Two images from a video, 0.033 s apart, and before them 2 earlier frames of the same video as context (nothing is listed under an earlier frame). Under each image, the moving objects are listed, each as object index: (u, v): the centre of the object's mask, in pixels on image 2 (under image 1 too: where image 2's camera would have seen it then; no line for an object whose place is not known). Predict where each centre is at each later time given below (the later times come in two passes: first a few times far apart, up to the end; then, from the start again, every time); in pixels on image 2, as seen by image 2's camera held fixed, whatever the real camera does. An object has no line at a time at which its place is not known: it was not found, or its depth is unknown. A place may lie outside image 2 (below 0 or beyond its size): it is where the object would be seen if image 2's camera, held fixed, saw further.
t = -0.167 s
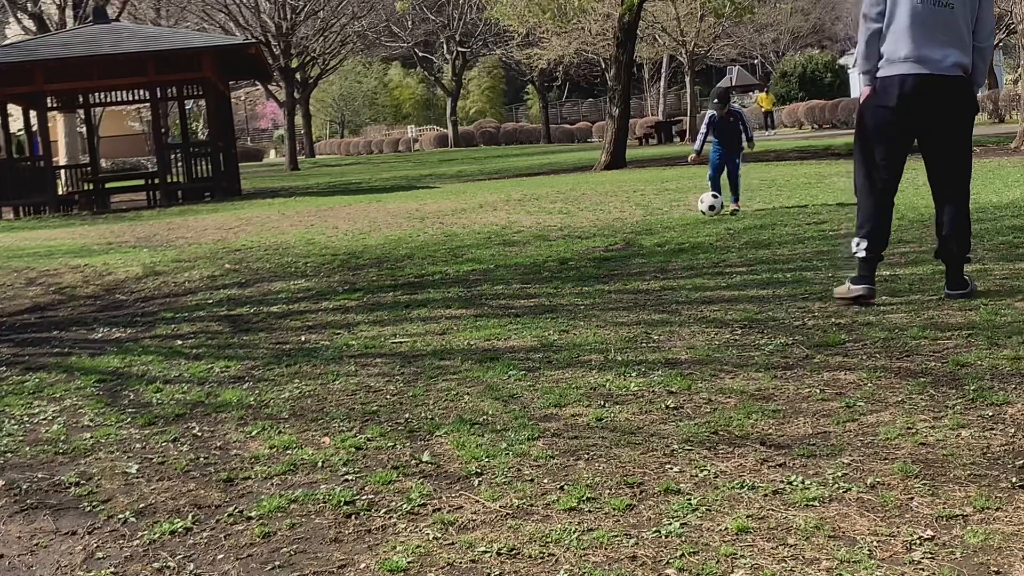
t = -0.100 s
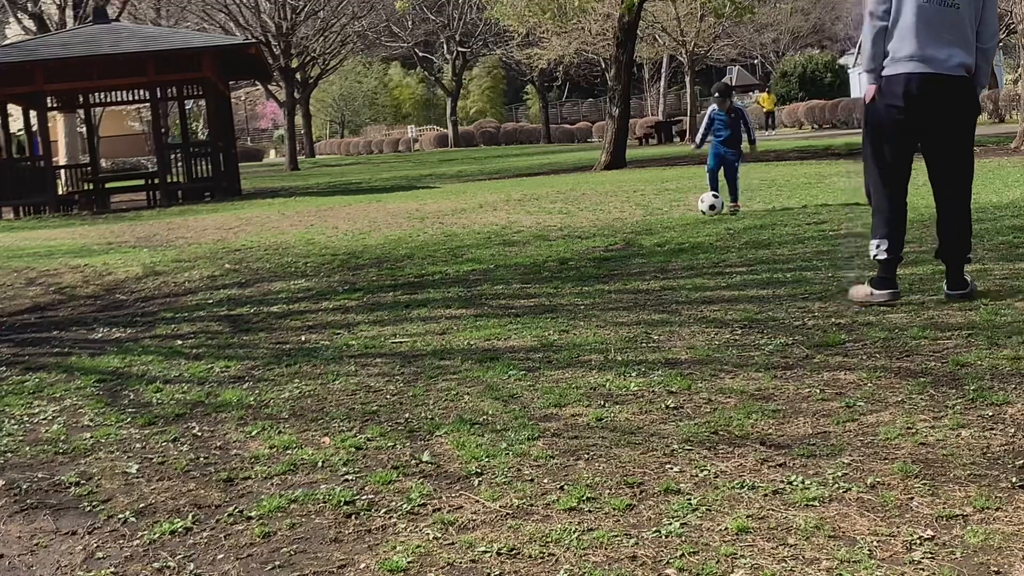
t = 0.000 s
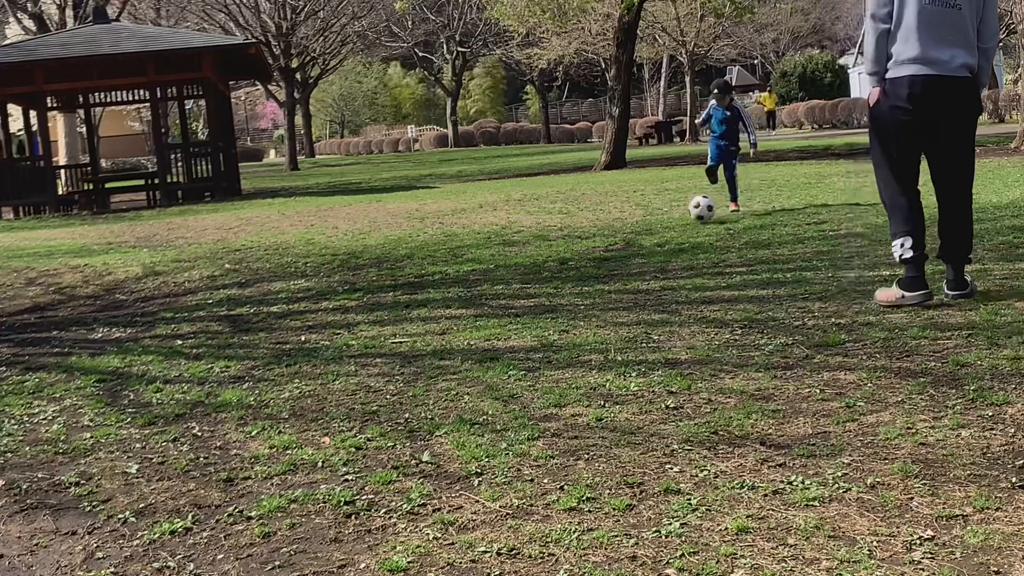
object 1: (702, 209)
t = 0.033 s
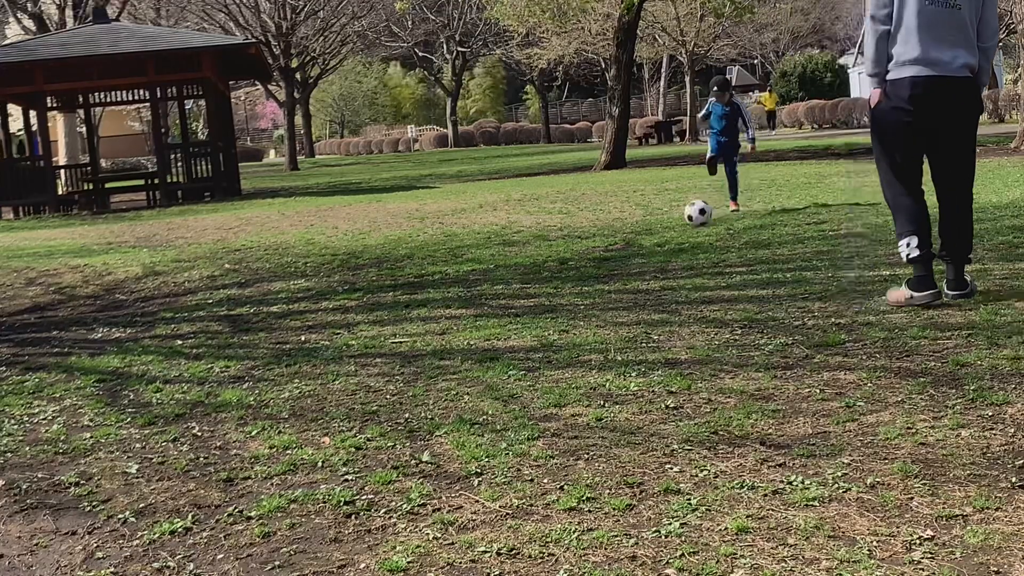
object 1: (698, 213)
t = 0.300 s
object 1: (681, 230)
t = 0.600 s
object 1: (660, 244)
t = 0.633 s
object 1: (657, 244)
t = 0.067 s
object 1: (695, 213)
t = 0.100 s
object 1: (693, 213)
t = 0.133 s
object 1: (691, 217)
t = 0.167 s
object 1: (689, 220)
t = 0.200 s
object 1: (688, 221)
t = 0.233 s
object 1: (686, 224)
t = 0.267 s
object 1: (685, 225)
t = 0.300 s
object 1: (681, 230)
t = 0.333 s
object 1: (680, 230)
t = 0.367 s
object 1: (678, 233)
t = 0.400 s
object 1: (677, 234)
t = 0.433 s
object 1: (675, 232)
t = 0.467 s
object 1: (672, 235)
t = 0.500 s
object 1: (670, 238)
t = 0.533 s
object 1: (666, 236)
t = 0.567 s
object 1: (662, 240)
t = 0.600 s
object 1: (660, 244)
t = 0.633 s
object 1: (657, 244)
